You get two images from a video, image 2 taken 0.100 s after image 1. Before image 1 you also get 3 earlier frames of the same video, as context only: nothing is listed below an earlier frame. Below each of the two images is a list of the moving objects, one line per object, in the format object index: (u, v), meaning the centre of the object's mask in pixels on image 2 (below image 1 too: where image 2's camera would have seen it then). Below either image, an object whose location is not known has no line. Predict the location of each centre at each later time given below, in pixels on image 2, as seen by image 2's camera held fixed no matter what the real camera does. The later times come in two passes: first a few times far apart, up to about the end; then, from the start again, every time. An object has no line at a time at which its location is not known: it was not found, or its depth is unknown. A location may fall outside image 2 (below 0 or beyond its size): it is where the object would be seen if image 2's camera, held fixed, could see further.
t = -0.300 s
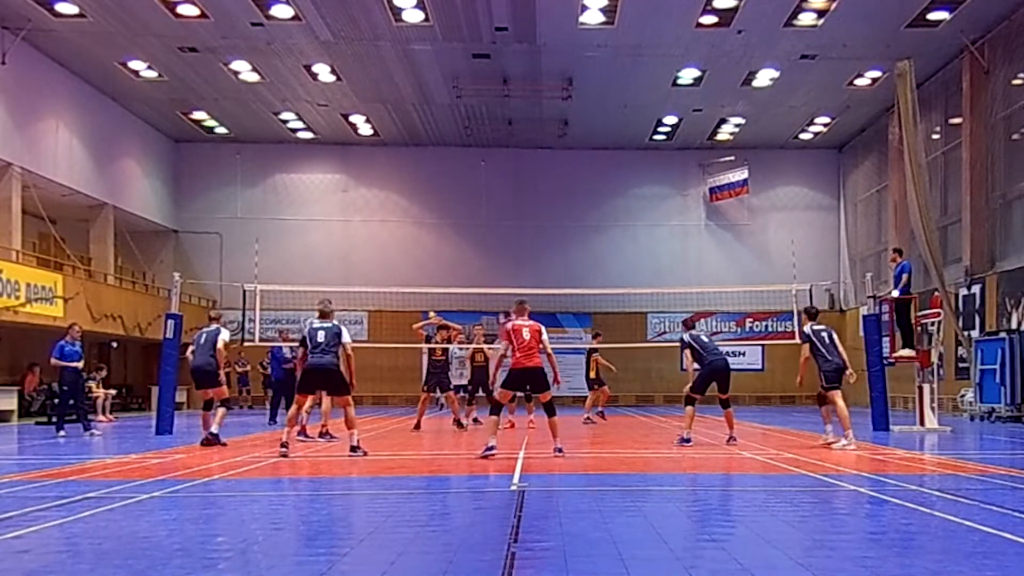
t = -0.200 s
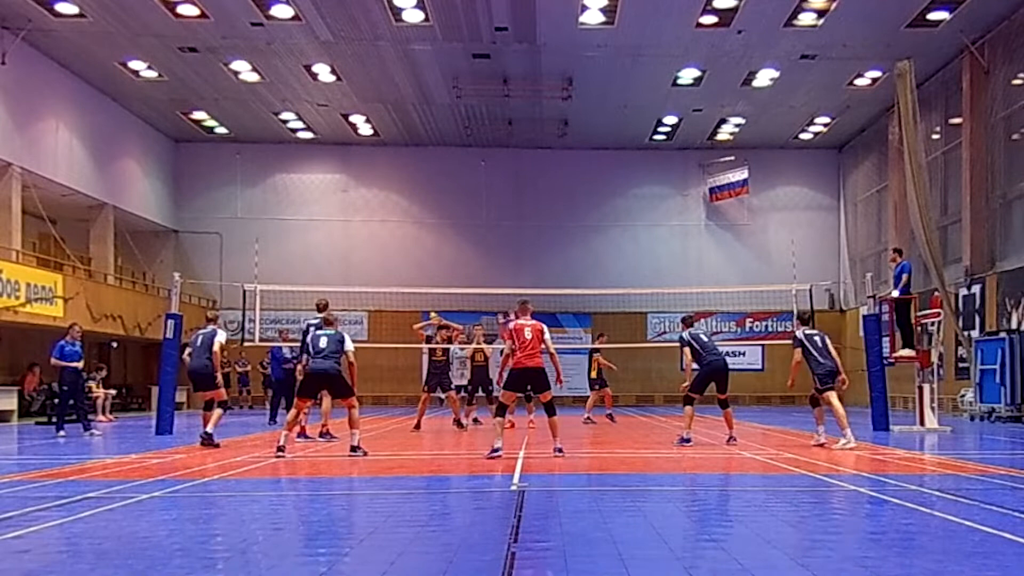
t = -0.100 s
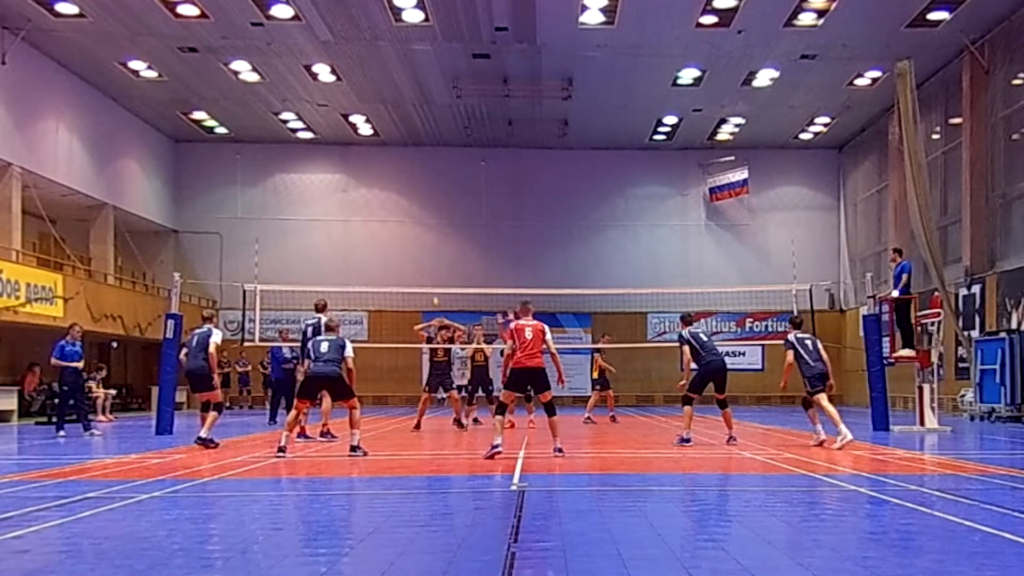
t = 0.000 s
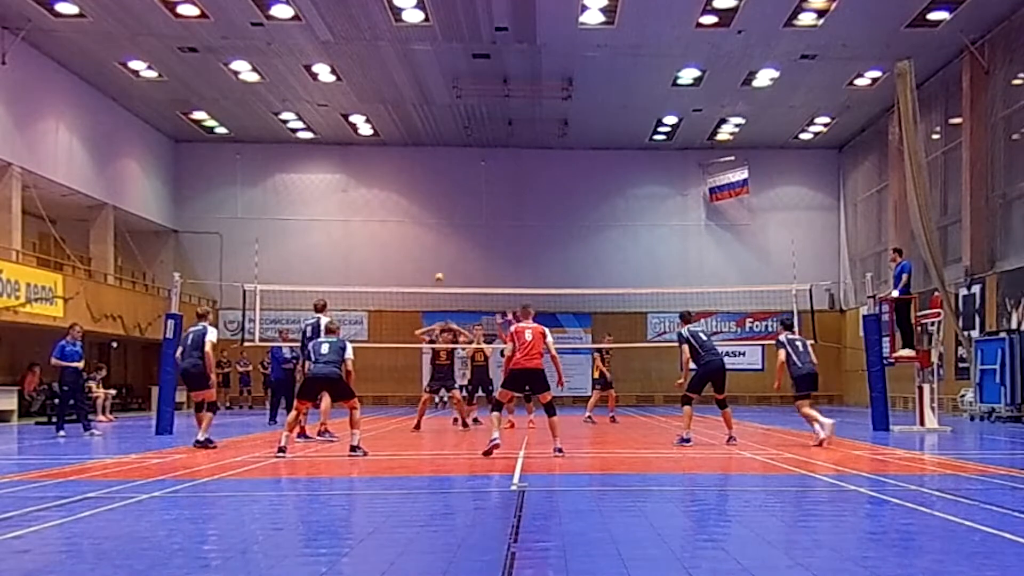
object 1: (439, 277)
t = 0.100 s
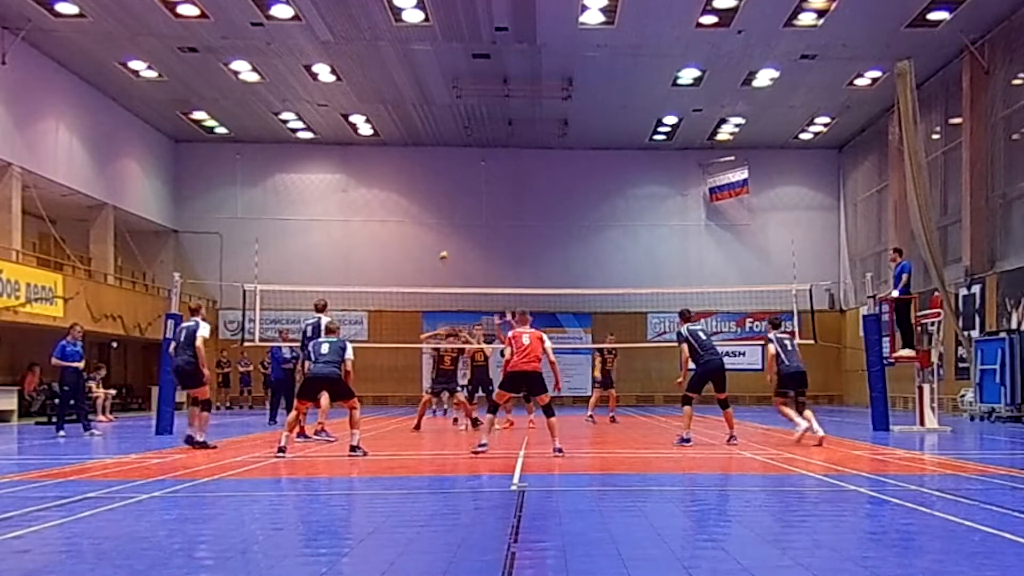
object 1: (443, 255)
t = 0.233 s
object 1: (449, 232)
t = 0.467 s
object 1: (461, 207)
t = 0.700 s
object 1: (472, 206)
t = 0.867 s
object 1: (480, 229)
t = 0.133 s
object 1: (444, 249)
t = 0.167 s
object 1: (445, 243)
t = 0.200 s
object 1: (447, 237)
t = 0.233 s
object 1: (449, 232)
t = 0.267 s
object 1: (450, 228)
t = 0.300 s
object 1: (452, 223)
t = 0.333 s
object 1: (454, 219)
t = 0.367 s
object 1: (455, 215)
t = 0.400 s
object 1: (457, 212)
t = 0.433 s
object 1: (459, 209)
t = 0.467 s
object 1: (461, 207)
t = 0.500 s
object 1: (463, 205)
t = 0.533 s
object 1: (464, 202)
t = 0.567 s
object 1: (466, 202)
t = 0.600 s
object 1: (467, 202)
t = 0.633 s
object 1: (469, 203)
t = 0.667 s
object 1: (471, 204)
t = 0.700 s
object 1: (472, 206)
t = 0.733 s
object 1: (474, 209)
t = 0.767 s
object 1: (476, 213)
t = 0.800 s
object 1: (477, 218)
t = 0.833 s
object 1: (478, 223)
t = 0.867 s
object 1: (480, 229)
